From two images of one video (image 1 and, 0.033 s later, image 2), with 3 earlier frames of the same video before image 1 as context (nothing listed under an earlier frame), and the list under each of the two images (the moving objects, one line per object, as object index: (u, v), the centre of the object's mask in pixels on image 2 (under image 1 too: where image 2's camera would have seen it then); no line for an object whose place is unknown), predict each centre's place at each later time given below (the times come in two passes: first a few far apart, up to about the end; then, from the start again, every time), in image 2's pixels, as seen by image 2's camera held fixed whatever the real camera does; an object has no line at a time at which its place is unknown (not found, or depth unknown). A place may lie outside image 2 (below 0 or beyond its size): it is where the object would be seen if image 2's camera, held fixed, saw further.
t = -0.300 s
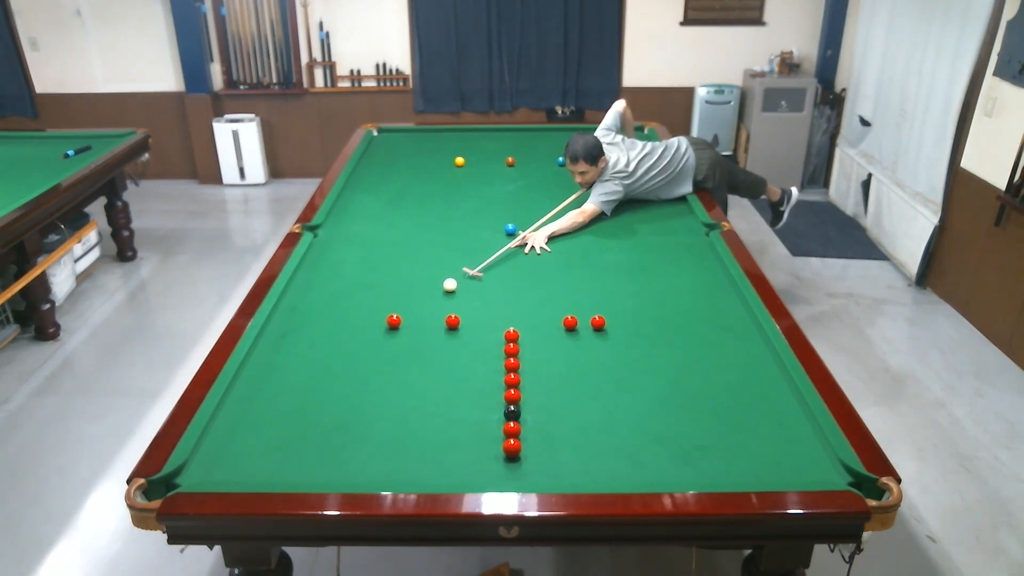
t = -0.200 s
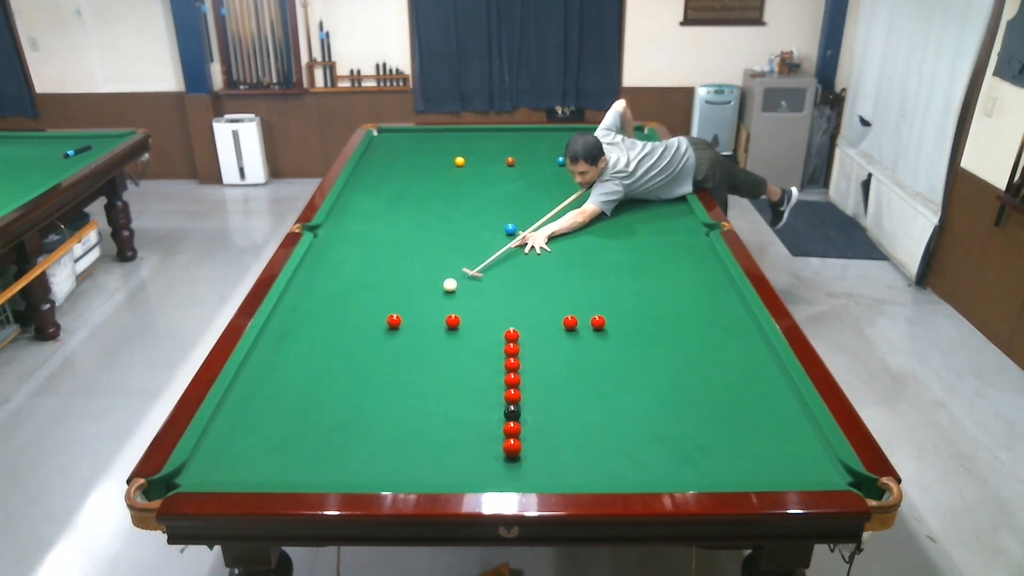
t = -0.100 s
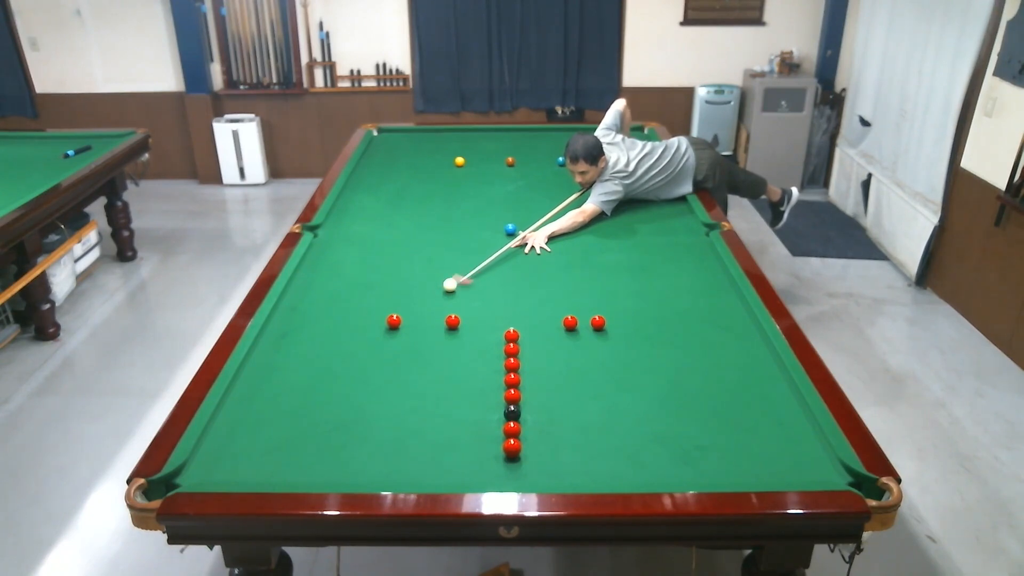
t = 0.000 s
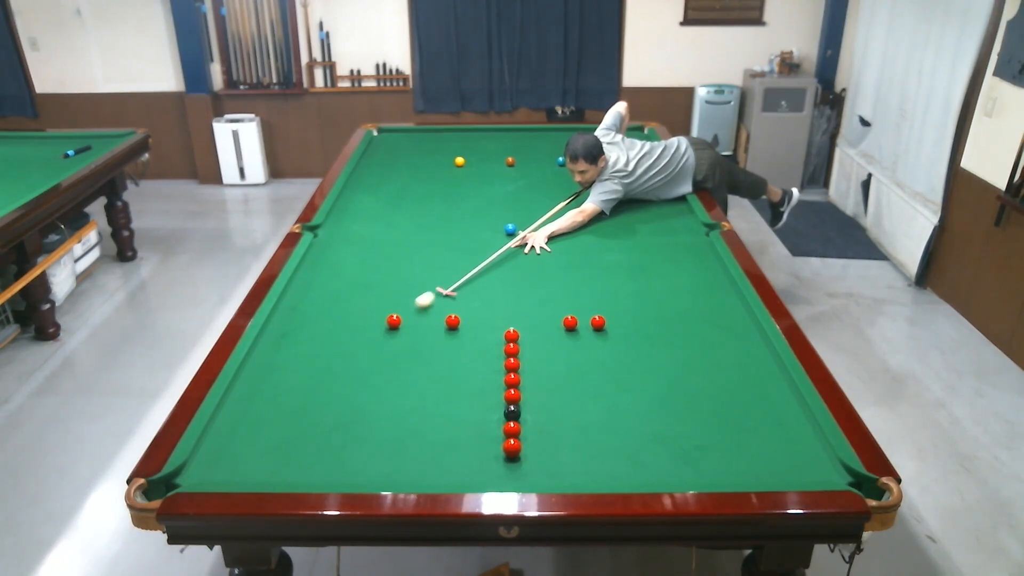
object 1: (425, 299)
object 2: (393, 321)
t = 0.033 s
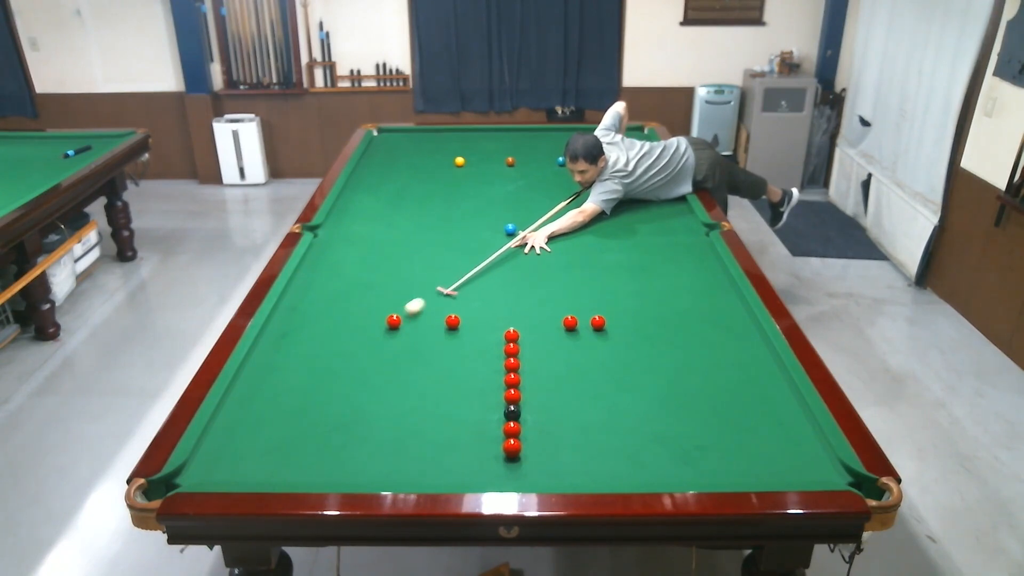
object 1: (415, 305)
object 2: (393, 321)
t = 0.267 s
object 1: (400, 310)
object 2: (346, 357)
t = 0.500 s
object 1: (402, 305)
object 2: (288, 402)
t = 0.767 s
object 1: (405, 300)
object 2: (209, 463)
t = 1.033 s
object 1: (406, 295)
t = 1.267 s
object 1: (408, 292)
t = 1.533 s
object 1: (409, 289)
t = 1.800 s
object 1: (410, 286)
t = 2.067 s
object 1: (411, 284)
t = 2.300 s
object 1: (412, 283)
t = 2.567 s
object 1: (412, 283)
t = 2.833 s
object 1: (413, 283)
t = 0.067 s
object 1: (405, 312)
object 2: (393, 321)
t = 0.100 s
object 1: (400, 314)
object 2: (387, 325)
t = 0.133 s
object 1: (400, 314)
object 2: (379, 332)
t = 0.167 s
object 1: (400, 313)
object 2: (370, 338)
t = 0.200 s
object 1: (400, 312)
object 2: (362, 345)
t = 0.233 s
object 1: (400, 311)
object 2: (354, 351)
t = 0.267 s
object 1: (400, 310)
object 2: (346, 357)
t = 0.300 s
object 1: (401, 310)
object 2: (339, 362)
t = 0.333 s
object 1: (401, 309)
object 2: (330, 369)
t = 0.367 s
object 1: (401, 308)
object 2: (323, 375)
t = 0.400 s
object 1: (401, 307)
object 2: (314, 381)
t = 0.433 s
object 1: (402, 307)
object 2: (306, 388)
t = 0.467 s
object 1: (402, 306)
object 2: (297, 395)
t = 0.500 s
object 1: (402, 305)
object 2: (288, 402)
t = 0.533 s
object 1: (403, 304)
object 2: (279, 409)
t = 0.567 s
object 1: (403, 303)
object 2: (270, 416)
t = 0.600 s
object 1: (403, 303)
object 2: (261, 423)
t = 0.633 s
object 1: (403, 302)
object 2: (251, 431)
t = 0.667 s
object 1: (404, 301)
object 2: (241, 438)
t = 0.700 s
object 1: (404, 301)
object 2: (230, 447)
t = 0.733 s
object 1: (404, 300)
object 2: (220, 455)
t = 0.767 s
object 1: (405, 300)
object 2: (209, 463)
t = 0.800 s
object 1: (405, 299)
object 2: (198, 471)
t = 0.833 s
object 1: (405, 298)
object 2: (186, 478)
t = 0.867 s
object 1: (405, 298)
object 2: (173, 484)
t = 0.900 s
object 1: (406, 297)
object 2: (164, 490)
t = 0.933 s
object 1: (406, 297)
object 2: (156, 496)
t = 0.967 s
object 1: (406, 296)
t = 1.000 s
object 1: (406, 296)
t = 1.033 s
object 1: (406, 295)
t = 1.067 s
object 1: (407, 295)
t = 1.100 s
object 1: (407, 294)
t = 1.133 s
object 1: (407, 294)
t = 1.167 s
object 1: (407, 293)
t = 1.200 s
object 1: (407, 293)
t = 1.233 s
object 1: (408, 292)
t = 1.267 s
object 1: (408, 292)
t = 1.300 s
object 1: (408, 291)
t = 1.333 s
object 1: (408, 291)
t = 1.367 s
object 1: (408, 290)
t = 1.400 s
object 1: (408, 290)
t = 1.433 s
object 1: (409, 290)
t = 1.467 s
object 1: (409, 289)
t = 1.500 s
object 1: (409, 289)
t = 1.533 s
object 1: (409, 289)
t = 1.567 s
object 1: (409, 288)
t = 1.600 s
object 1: (409, 288)
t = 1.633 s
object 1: (409, 288)
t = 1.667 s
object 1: (409, 287)
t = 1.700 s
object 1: (409, 287)
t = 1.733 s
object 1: (410, 287)
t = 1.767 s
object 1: (410, 286)
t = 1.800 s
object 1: (410, 286)
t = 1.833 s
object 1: (410, 286)
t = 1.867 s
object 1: (410, 286)
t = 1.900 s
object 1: (410, 285)
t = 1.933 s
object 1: (410, 285)
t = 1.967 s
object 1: (411, 285)
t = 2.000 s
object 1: (411, 285)
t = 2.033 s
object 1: (411, 284)
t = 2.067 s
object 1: (411, 284)
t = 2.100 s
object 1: (411, 284)
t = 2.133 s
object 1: (411, 284)
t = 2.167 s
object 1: (411, 284)
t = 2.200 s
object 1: (411, 284)
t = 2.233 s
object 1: (412, 284)
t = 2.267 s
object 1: (412, 284)
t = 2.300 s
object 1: (412, 283)
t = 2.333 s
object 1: (412, 283)
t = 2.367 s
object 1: (412, 283)
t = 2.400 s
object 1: (412, 283)
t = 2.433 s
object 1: (412, 283)
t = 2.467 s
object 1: (412, 283)
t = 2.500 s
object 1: (412, 283)
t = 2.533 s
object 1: (412, 283)
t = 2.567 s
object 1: (412, 283)
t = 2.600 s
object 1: (412, 283)
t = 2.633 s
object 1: (413, 283)
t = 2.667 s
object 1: (413, 283)
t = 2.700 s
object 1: (413, 283)
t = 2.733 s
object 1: (413, 283)
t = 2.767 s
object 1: (413, 283)
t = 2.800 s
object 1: (413, 283)
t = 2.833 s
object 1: (413, 283)
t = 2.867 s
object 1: (413, 283)
